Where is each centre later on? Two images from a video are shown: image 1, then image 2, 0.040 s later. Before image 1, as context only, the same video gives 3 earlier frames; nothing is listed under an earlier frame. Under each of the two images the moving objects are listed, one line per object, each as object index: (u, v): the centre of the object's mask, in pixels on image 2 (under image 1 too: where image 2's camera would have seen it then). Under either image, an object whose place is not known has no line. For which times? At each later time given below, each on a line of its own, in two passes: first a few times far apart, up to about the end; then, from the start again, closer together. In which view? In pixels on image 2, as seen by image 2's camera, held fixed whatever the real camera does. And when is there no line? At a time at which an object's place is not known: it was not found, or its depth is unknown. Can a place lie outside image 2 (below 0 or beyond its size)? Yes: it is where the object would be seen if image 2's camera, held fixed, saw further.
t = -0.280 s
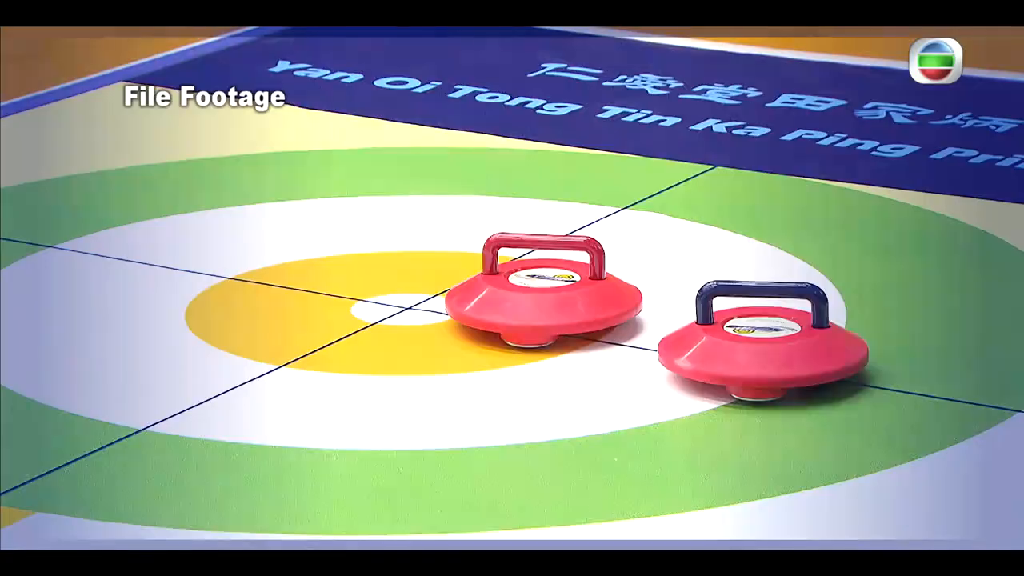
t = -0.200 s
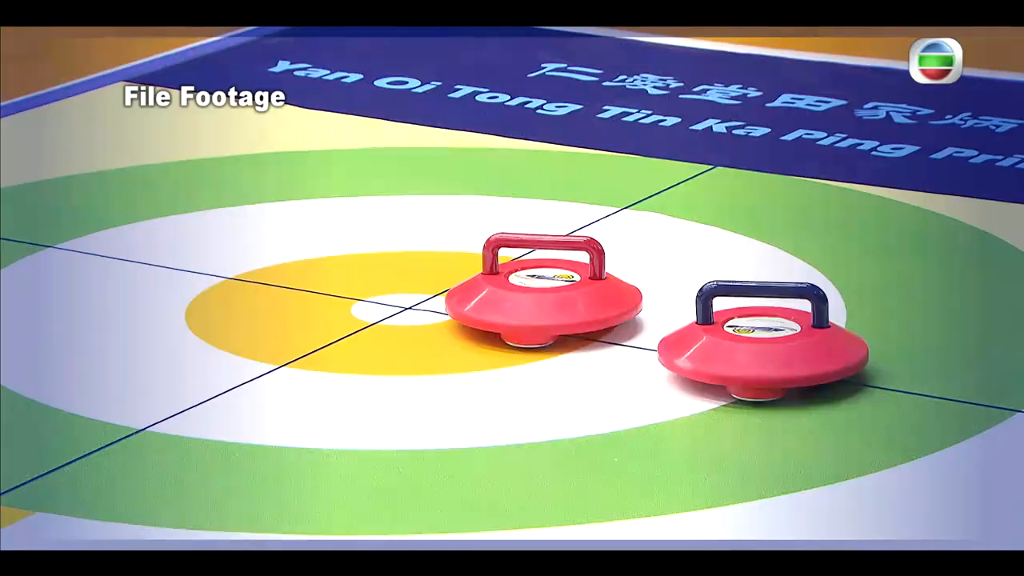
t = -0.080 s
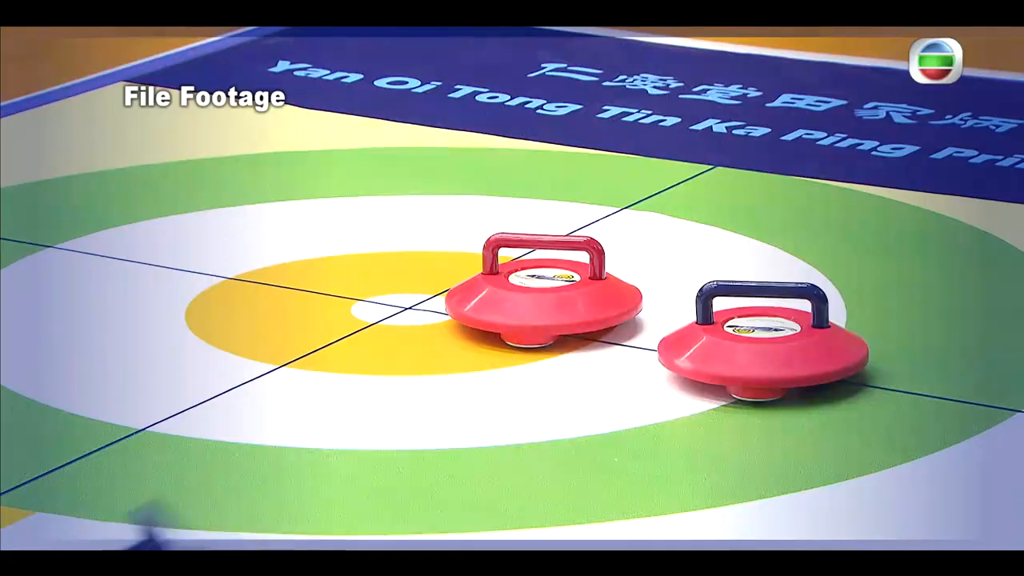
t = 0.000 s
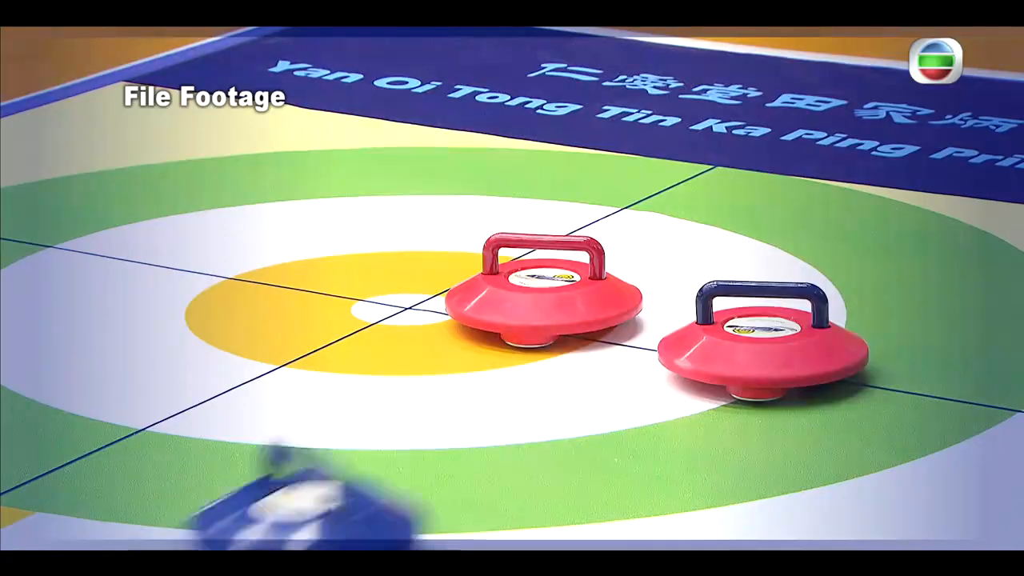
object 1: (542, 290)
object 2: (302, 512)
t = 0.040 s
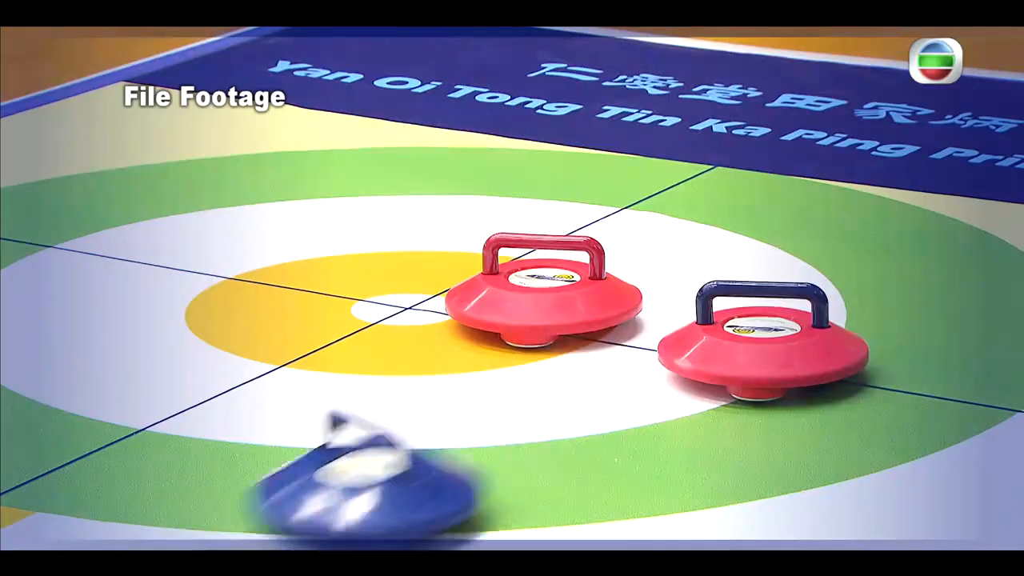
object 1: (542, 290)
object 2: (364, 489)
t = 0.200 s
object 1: (537, 282)
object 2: (579, 368)
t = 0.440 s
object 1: (533, 252)
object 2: (563, 345)
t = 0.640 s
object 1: (525, 225)
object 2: (560, 344)
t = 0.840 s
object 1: (514, 204)
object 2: (559, 344)
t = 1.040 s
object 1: (501, 187)
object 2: (559, 344)
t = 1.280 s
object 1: (485, 176)
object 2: (559, 344)
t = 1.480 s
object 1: (474, 171)
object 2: (559, 344)
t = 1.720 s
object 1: (467, 170)
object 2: (559, 344)
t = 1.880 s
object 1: (466, 170)
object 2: (559, 344)
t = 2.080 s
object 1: (466, 170)
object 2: (559, 344)
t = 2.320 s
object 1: (466, 170)
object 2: (559, 344)
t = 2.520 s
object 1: (466, 170)
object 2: (559, 344)
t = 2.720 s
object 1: (466, 170)
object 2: (559, 344)
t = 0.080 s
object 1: (542, 290)
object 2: (423, 458)
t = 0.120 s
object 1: (542, 290)
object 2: (480, 425)
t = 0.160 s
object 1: (543, 287)
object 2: (533, 395)
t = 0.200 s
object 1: (537, 282)
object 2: (579, 368)
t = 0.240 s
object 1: (533, 278)
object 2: (577, 353)
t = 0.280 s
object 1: (533, 275)
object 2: (572, 348)
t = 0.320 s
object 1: (535, 270)
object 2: (570, 347)
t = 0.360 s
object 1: (535, 263)
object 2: (568, 346)
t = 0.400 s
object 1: (534, 258)
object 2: (565, 345)
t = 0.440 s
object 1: (533, 252)
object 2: (563, 345)
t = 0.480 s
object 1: (532, 246)
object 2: (562, 344)
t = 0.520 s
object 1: (530, 240)
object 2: (560, 344)
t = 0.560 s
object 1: (528, 235)
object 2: (559, 344)
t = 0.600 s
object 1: (527, 230)
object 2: (559, 344)
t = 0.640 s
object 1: (525, 225)
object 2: (560, 344)
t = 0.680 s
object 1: (523, 220)
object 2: (560, 344)
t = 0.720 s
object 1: (521, 216)
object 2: (559, 344)
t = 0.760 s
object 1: (519, 211)
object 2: (559, 344)
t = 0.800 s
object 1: (517, 207)
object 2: (559, 344)
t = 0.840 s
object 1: (514, 204)
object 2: (559, 344)
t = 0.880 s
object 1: (512, 200)
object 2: (559, 344)
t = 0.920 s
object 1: (509, 196)
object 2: (559, 344)
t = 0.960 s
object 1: (506, 193)
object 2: (559, 344)
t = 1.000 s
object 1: (504, 190)
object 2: (559, 344)
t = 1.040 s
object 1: (501, 187)
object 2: (559, 344)
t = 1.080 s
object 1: (498, 185)
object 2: (559, 344)
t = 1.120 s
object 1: (495, 183)
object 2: (559, 344)
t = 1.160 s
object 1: (493, 181)
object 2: (559, 344)
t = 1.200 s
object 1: (490, 179)
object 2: (559, 344)
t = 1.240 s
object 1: (488, 177)
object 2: (559, 344)
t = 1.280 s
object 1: (485, 176)
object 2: (559, 344)
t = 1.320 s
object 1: (483, 174)
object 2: (559, 344)
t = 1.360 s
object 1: (481, 174)
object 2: (559, 344)
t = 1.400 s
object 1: (479, 173)
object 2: (559, 344)
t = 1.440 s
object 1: (476, 172)
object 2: (559, 344)
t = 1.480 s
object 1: (474, 171)
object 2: (559, 344)
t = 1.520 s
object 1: (473, 171)
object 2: (559, 344)
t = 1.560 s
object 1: (471, 171)
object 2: (559, 344)
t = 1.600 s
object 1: (469, 171)
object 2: (559, 344)
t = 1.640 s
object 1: (468, 170)
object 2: (559, 344)
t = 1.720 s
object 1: (467, 170)
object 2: (559, 344)
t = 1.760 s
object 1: (467, 170)
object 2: (559, 344)
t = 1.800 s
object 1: (467, 170)
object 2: (559, 344)
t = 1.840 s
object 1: (467, 170)
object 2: (559, 344)
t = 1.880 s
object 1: (466, 170)
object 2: (559, 344)
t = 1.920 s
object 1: (466, 170)
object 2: (559, 344)
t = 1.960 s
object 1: (466, 170)
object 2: (559, 344)
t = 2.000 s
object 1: (466, 170)
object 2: (559, 344)
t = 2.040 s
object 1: (466, 170)
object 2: (559, 344)
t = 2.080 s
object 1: (466, 170)
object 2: (559, 344)
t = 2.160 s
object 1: (466, 170)
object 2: (559, 344)
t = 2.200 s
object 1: (466, 170)
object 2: (559, 344)
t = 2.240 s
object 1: (466, 170)
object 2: (559, 344)
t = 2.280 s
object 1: (466, 170)
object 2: (559, 344)
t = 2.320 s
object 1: (466, 170)
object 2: (559, 344)
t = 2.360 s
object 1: (466, 170)
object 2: (559, 344)
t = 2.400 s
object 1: (466, 170)
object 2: (559, 344)
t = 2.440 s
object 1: (466, 170)
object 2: (559, 344)
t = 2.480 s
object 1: (466, 170)
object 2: (559, 344)
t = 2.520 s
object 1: (466, 170)
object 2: (559, 344)
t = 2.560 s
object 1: (466, 170)
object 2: (559, 344)
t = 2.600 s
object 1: (466, 170)
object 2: (559, 344)
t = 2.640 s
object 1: (466, 170)
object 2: (559, 344)
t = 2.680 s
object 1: (466, 170)
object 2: (559, 344)
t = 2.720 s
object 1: (466, 170)
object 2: (559, 344)
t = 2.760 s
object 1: (466, 170)
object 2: (559, 344)
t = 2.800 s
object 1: (466, 170)
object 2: (560, 344)
